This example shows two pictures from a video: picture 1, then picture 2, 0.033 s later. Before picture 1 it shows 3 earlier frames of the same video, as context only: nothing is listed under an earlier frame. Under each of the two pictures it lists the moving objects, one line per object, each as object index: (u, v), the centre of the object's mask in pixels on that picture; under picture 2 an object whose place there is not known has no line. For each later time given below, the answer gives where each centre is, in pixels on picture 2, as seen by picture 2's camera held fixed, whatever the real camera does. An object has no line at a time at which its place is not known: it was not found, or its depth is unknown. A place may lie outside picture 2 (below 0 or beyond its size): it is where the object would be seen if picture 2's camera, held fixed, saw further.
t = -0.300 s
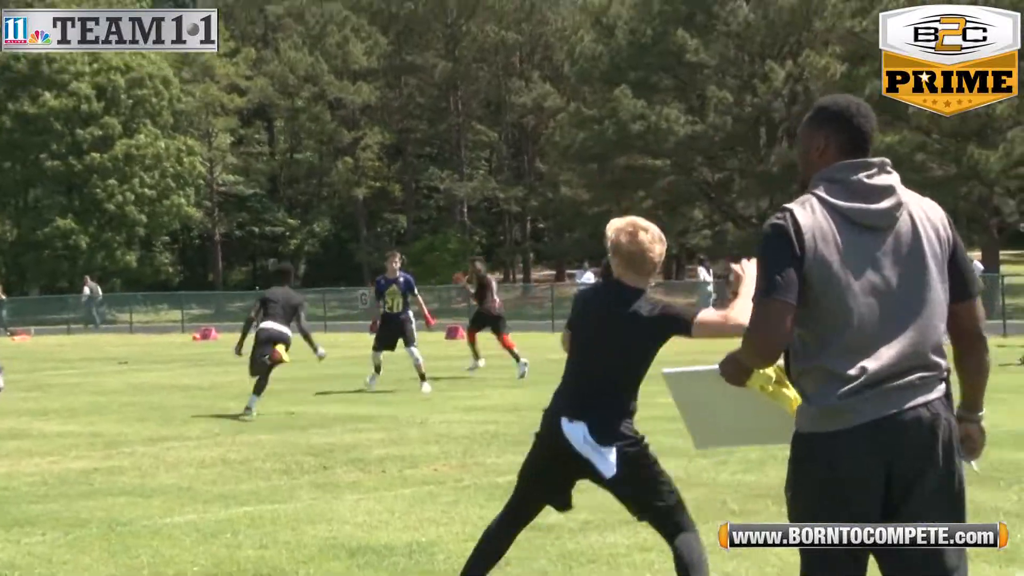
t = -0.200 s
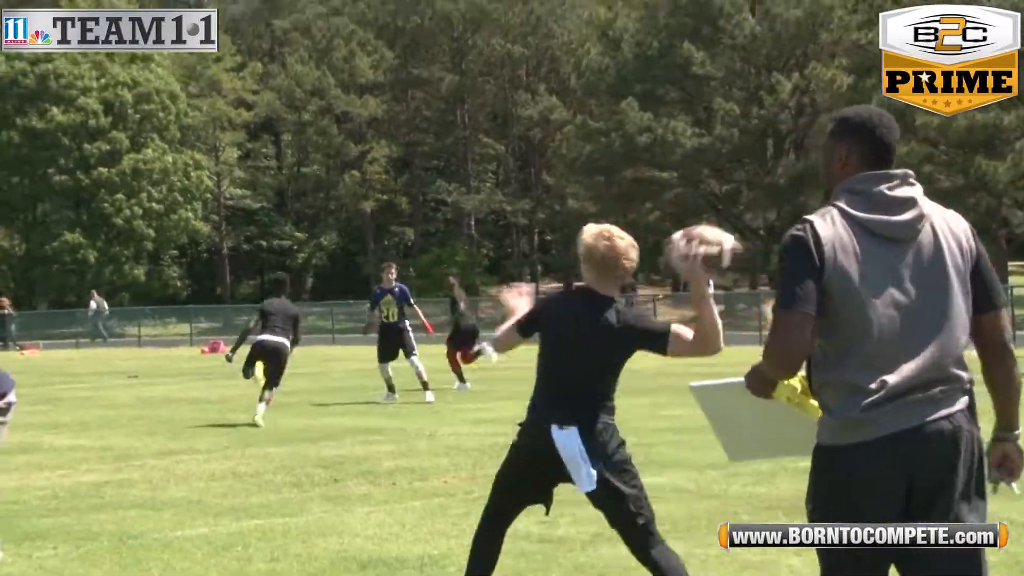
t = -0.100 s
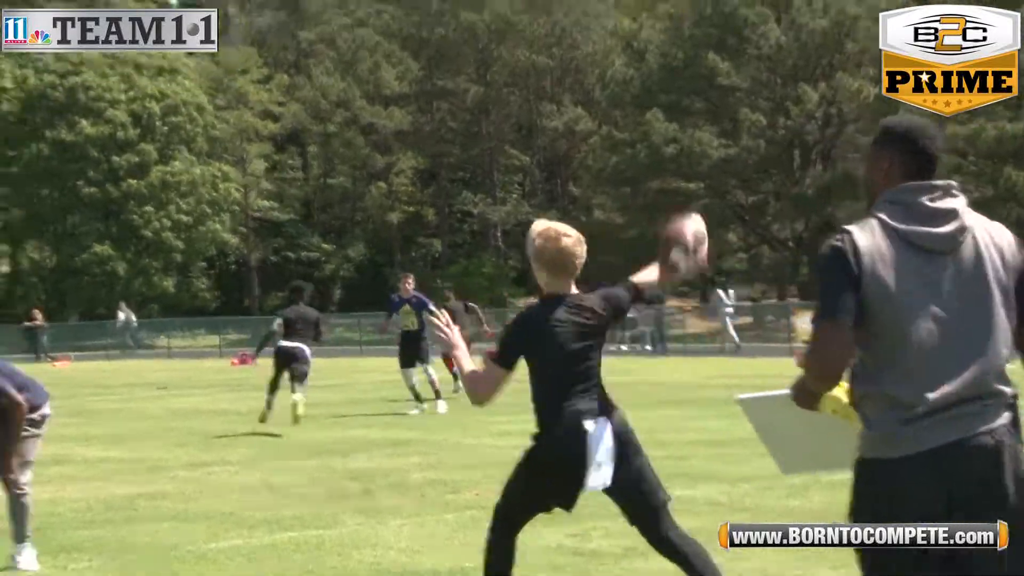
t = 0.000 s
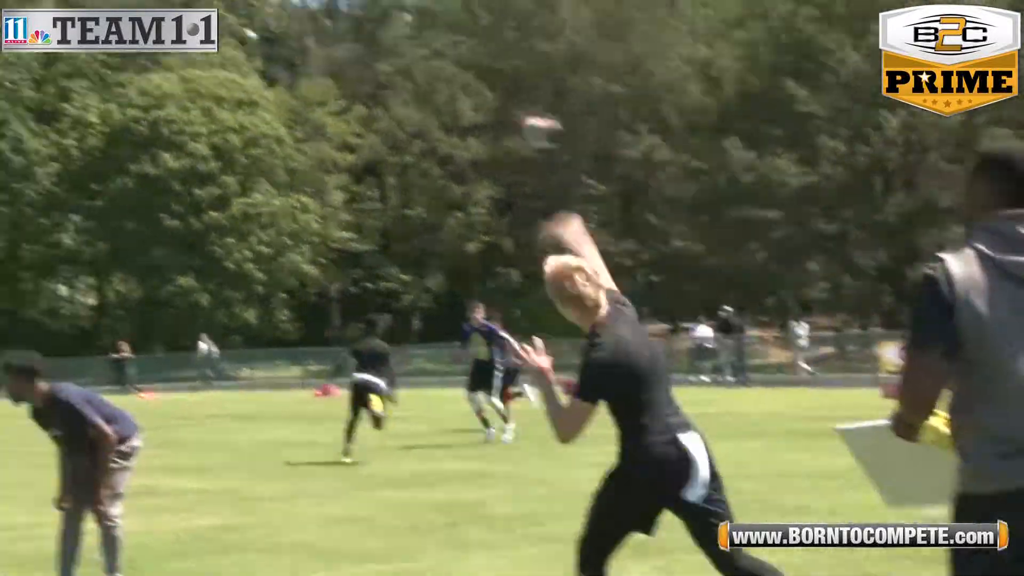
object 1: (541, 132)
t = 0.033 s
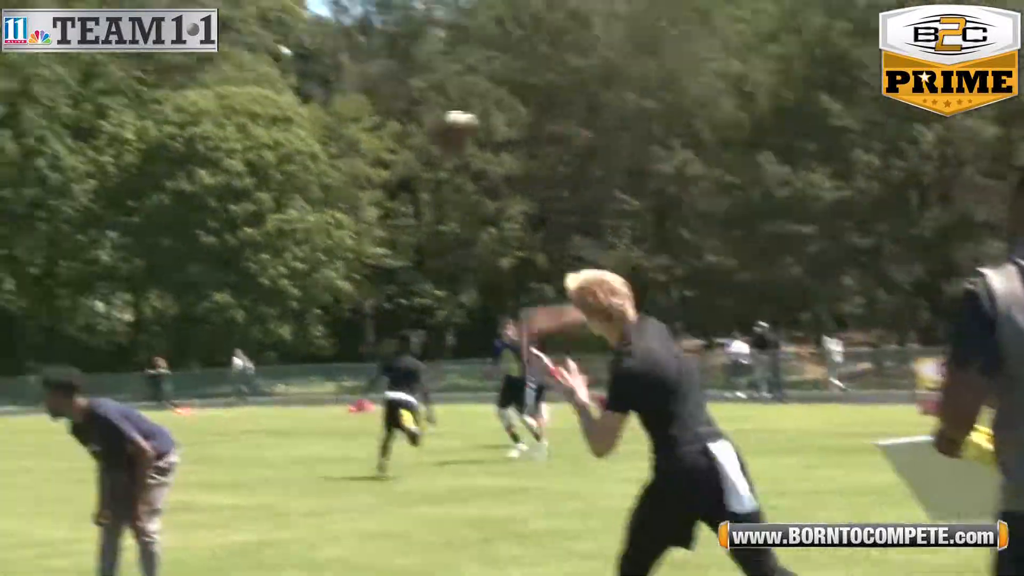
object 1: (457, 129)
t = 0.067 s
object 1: (356, 110)
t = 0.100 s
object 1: (266, 95)
